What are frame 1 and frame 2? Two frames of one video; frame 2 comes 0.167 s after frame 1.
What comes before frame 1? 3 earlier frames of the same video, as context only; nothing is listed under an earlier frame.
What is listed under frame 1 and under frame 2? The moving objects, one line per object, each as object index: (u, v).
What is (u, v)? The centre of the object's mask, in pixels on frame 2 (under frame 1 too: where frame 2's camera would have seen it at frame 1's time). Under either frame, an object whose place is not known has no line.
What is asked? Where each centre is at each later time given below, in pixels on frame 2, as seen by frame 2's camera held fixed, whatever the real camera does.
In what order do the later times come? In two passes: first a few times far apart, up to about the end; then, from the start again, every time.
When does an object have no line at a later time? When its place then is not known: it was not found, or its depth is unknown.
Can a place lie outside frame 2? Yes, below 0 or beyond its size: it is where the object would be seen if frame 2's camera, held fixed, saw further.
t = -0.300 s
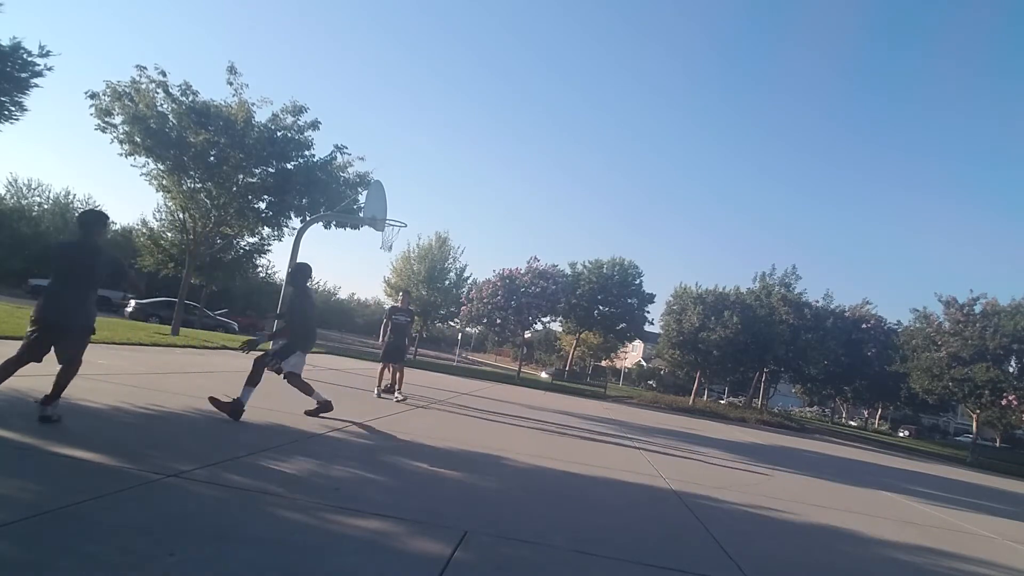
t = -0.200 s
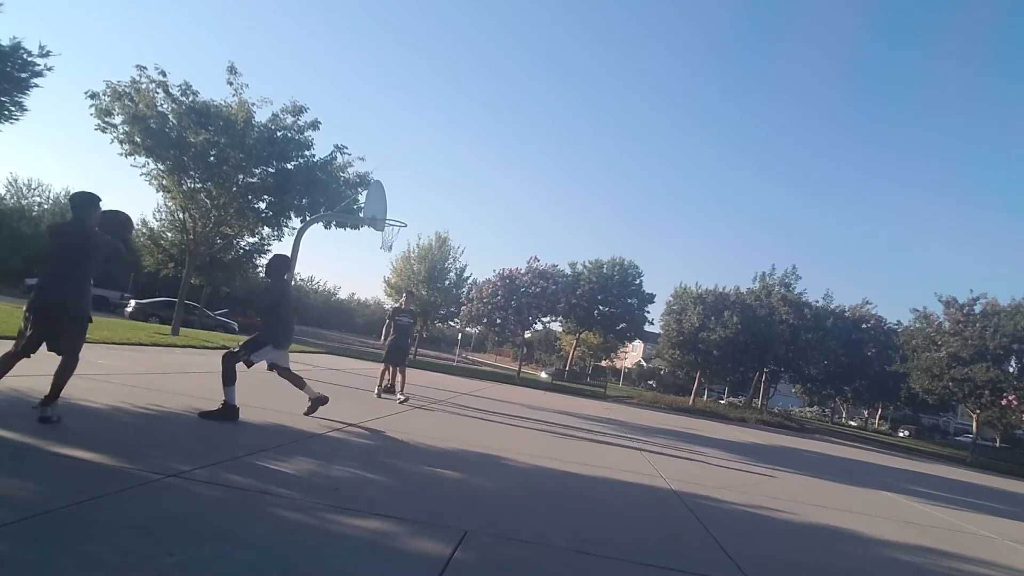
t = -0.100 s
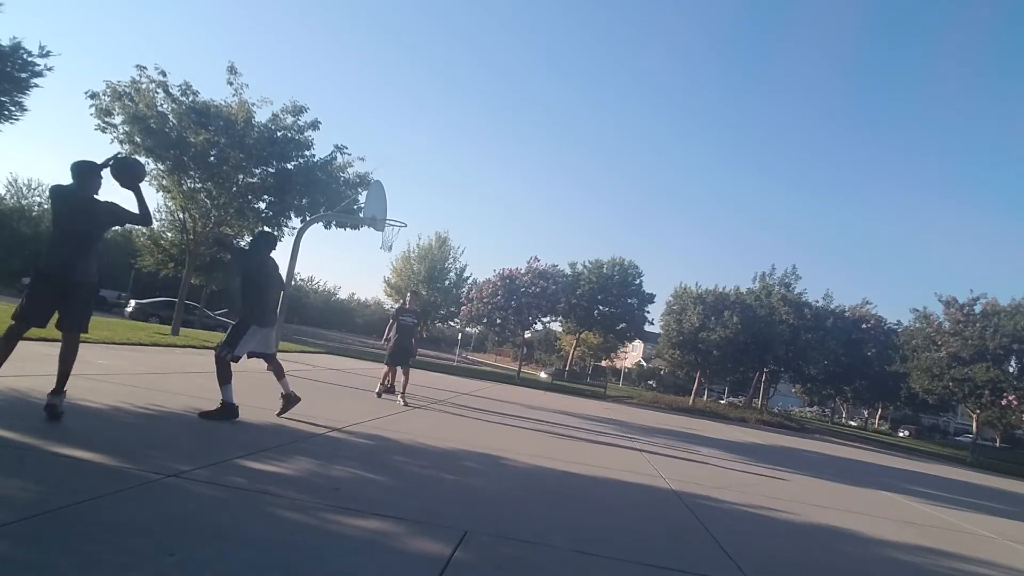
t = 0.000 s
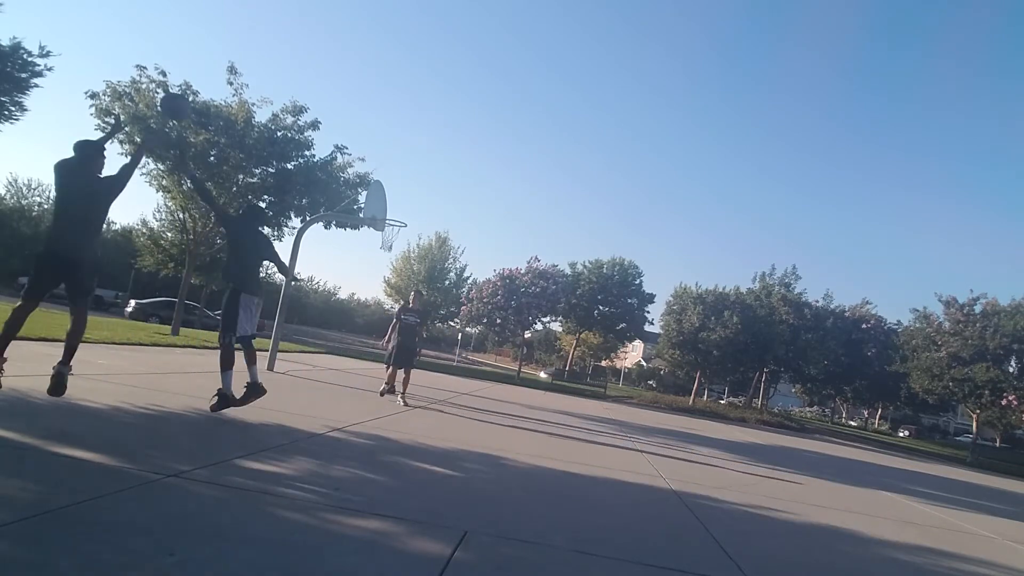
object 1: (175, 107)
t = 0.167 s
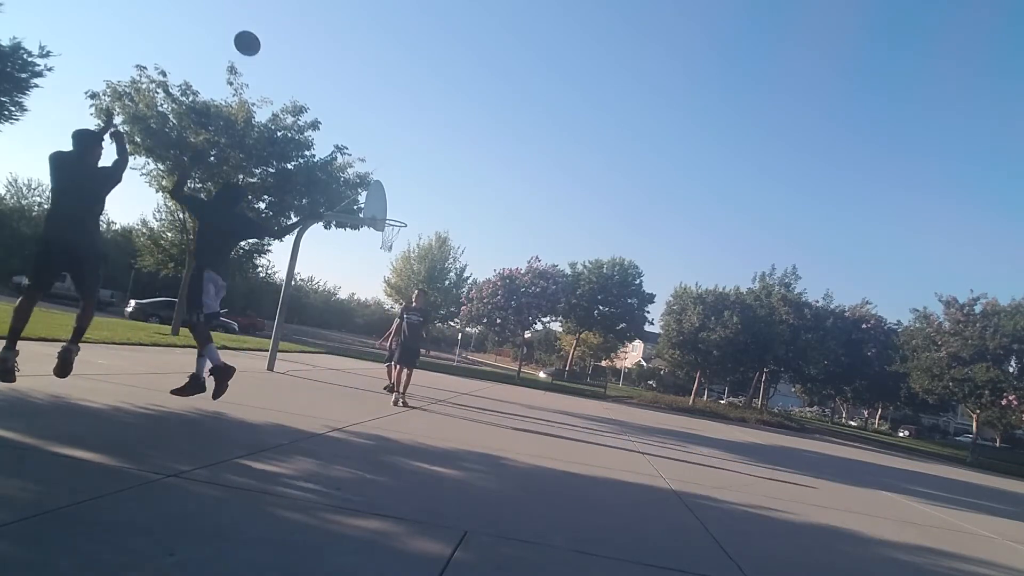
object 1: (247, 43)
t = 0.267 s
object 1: (279, 24)
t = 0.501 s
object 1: (331, 17)
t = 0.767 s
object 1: (366, 52)
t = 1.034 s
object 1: (384, 119)
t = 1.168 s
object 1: (388, 161)
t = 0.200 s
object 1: (258, 36)
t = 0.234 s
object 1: (269, 29)
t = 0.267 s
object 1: (279, 24)
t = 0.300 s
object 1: (288, 21)
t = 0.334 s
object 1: (296, 18)
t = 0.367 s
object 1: (304, 16)
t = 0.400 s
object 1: (312, 15)
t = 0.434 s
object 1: (319, 15)
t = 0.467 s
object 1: (325, 16)
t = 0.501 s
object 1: (331, 17)
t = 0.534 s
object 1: (337, 19)
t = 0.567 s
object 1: (342, 22)
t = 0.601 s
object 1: (347, 26)
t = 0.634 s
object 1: (351, 30)
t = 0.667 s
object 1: (355, 35)
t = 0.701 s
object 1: (359, 40)
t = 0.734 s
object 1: (363, 46)
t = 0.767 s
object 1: (366, 52)
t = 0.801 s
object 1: (369, 59)
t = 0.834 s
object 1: (372, 67)
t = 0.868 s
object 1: (374, 74)
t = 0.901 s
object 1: (376, 83)
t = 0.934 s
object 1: (379, 91)
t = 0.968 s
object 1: (381, 100)
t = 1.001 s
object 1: (382, 109)
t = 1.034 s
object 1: (384, 119)
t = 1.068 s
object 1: (385, 129)
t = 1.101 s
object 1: (386, 139)
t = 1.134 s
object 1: (387, 150)
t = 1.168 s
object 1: (388, 161)
